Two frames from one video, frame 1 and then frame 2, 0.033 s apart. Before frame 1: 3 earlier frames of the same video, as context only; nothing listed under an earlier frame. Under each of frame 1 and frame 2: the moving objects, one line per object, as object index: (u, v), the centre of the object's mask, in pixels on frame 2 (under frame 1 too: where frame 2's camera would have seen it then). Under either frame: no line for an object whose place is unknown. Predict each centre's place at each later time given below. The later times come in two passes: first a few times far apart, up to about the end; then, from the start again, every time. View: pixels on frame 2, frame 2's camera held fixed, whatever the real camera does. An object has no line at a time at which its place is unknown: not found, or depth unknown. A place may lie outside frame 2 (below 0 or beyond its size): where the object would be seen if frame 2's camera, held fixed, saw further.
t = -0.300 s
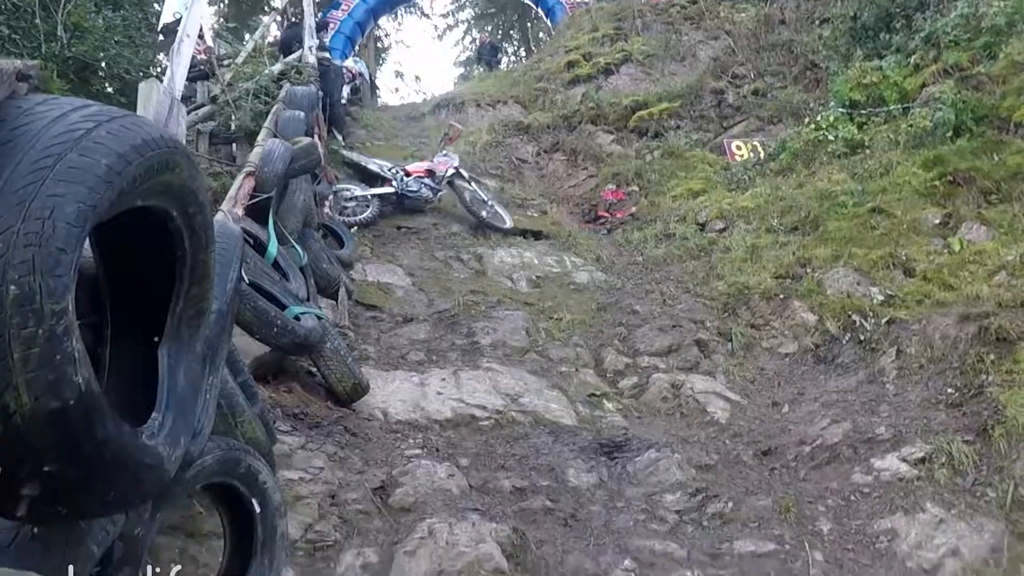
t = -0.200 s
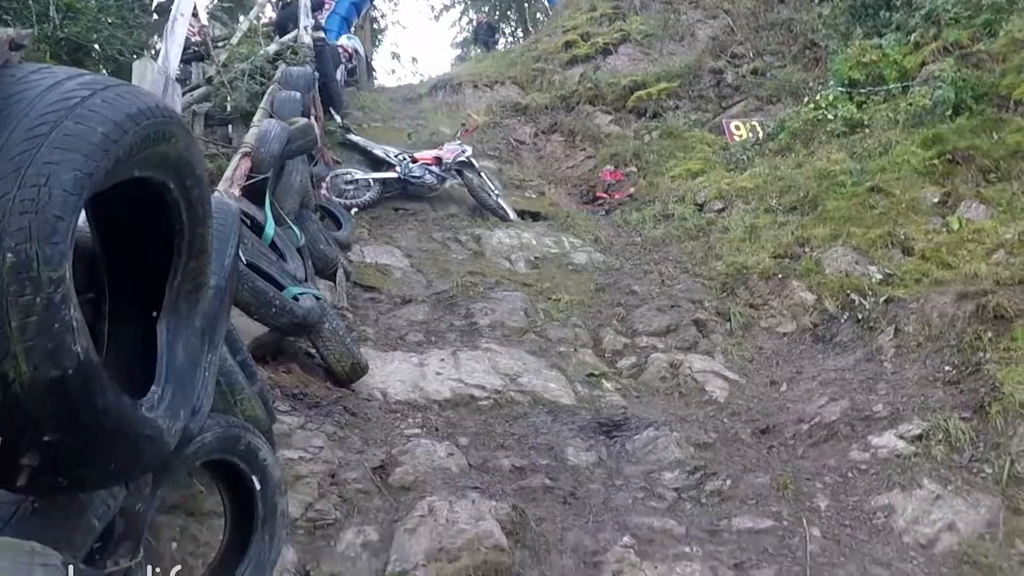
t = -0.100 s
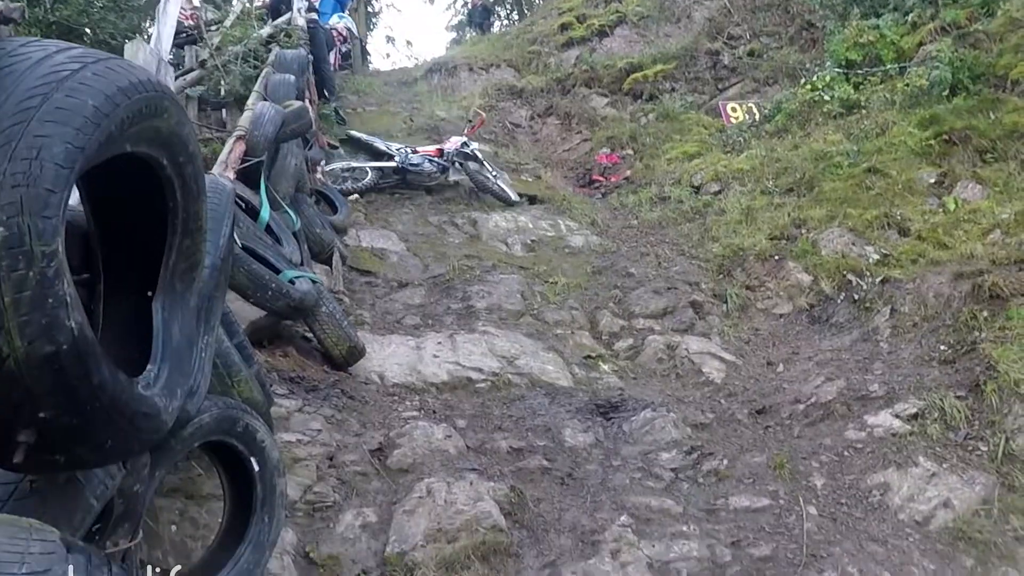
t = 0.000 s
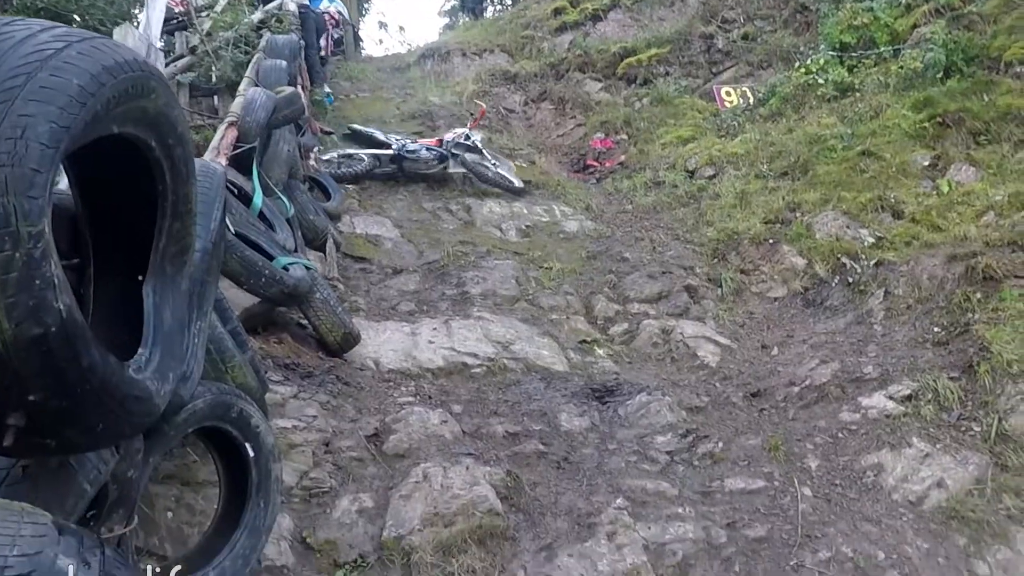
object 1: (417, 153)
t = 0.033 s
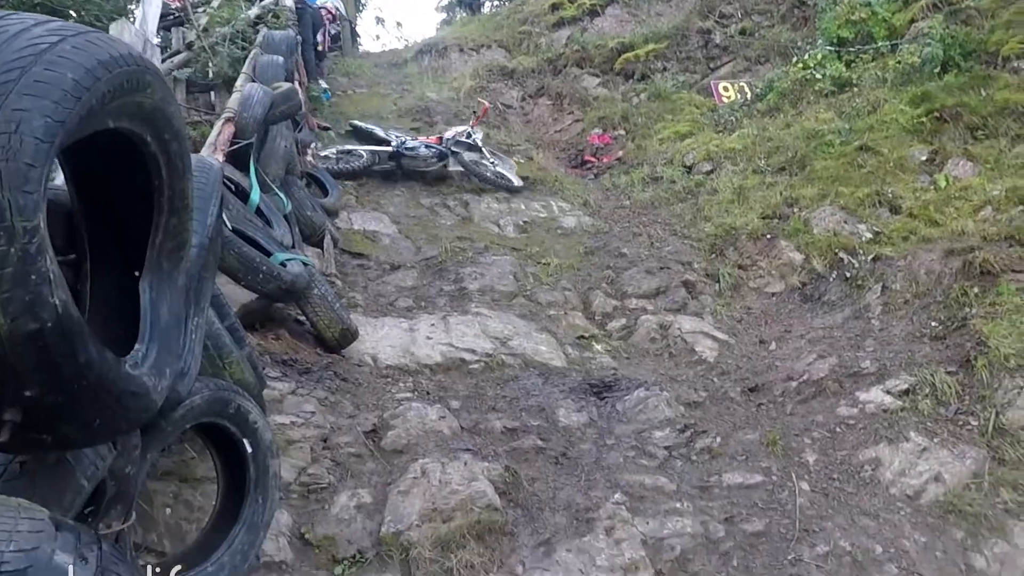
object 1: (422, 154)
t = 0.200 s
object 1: (443, 173)
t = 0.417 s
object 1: (460, 183)
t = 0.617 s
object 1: (475, 194)
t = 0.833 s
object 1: (498, 235)
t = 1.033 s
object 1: (544, 264)
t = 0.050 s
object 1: (423, 155)
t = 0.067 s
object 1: (425, 157)
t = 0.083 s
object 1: (428, 159)
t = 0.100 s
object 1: (430, 160)
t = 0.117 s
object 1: (434, 161)
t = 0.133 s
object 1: (436, 163)
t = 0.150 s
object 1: (438, 166)
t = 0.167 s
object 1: (440, 168)
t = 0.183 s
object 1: (442, 171)
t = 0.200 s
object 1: (443, 173)
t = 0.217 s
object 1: (445, 176)
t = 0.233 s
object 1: (447, 179)
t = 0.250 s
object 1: (448, 182)
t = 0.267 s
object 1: (449, 184)
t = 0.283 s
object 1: (449, 184)
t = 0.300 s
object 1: (450, 183)
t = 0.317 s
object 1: (452, 183)
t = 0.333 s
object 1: (453, 182)
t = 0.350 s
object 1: (455, 182)
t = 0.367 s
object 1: (455, 182)
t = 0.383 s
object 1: (458, 182)
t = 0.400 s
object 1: (459, 182)
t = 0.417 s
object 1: (460, 183)
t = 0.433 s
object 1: (460, 183)
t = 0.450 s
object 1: (461, 184)
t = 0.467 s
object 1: (462, 184)
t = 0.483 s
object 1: (463, 184)
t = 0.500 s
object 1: (464, 185)
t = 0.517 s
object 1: (466, 185)
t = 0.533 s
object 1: (468, 187)
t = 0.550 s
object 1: (469, 187)
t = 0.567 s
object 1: (470, 188)
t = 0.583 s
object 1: (472, 190)
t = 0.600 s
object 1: (473, 192)
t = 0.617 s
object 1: (475, 194)
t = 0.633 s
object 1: (475, 196)
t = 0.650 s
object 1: (477, 198)
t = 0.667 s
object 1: (478, 201)
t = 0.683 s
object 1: (479, 204)
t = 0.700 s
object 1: (480, 207)
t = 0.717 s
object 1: (480, 209)
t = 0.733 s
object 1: (482, 212)
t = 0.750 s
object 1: (484, 218)
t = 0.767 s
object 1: (485, 221)
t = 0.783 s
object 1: (488, 224)
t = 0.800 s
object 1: (492, 229)
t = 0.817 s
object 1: (495, 232)
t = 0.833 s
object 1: (498, 235)
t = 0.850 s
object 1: (501, 239)
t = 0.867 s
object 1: (505, 242)
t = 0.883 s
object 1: (507, 247)
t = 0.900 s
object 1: (510, 250)
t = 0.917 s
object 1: (512, 251)
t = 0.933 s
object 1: (517, 253)
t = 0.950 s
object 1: (520, 255)
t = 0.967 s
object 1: (524, 258)
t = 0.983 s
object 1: (528, 259)
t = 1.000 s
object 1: (534, 262)
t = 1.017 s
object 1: (540, 263)
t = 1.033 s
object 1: (544, 264)
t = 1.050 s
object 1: (549, 267)
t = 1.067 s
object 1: (554, 270)
